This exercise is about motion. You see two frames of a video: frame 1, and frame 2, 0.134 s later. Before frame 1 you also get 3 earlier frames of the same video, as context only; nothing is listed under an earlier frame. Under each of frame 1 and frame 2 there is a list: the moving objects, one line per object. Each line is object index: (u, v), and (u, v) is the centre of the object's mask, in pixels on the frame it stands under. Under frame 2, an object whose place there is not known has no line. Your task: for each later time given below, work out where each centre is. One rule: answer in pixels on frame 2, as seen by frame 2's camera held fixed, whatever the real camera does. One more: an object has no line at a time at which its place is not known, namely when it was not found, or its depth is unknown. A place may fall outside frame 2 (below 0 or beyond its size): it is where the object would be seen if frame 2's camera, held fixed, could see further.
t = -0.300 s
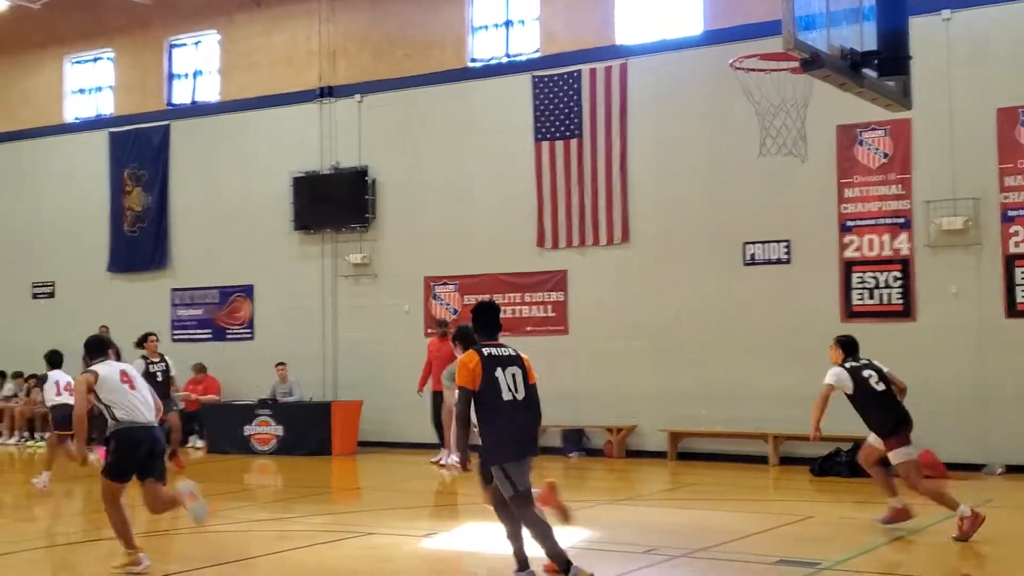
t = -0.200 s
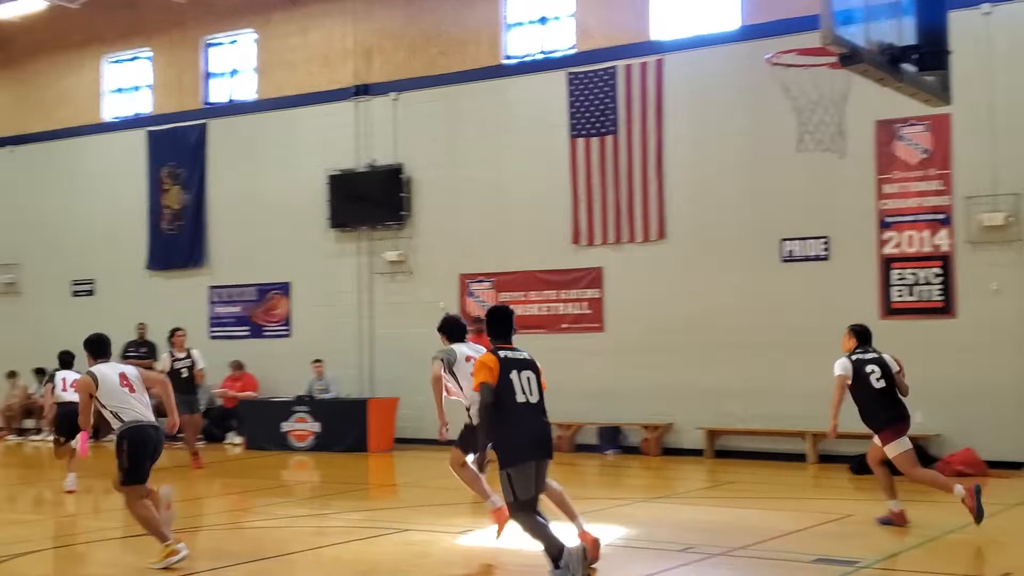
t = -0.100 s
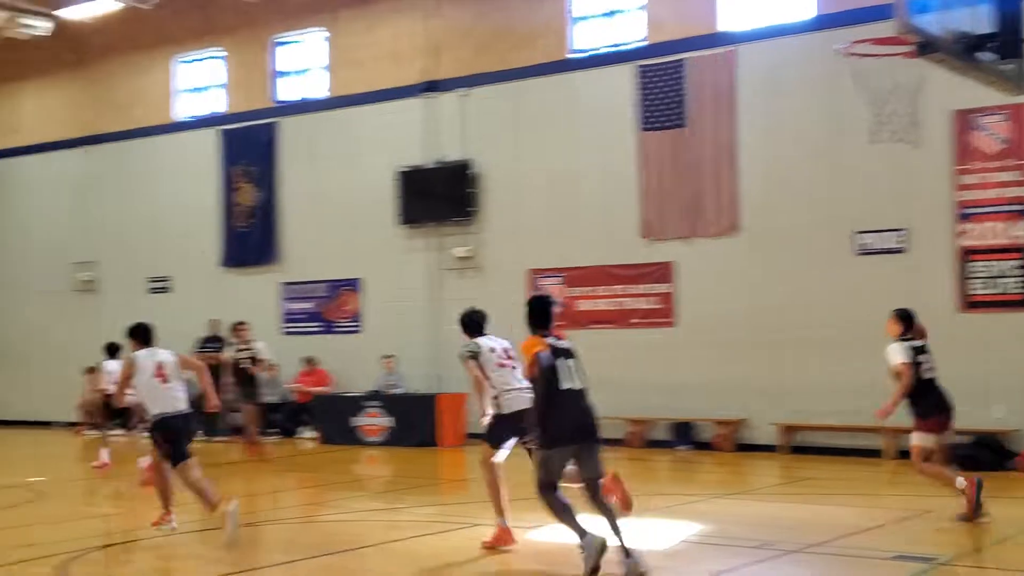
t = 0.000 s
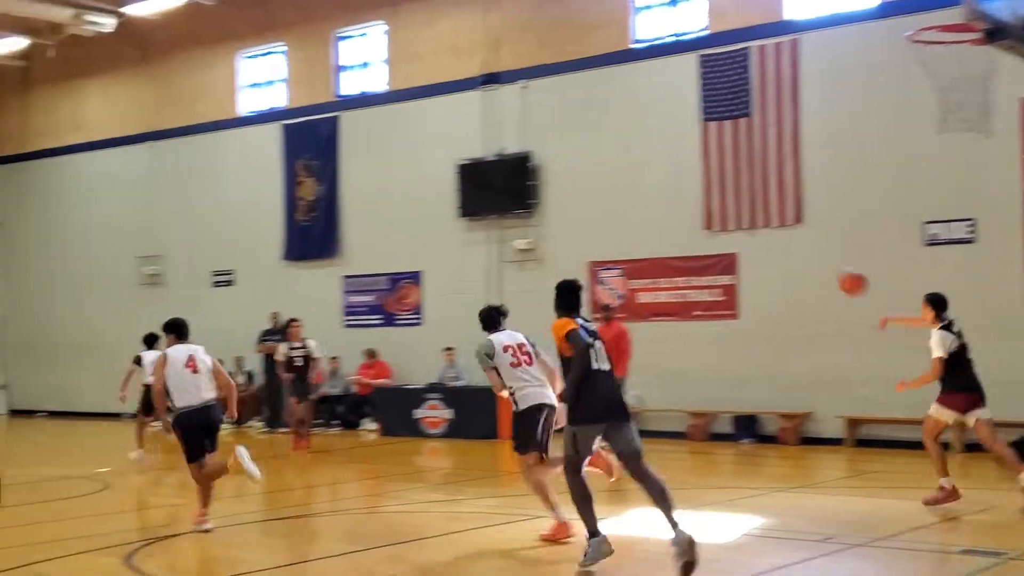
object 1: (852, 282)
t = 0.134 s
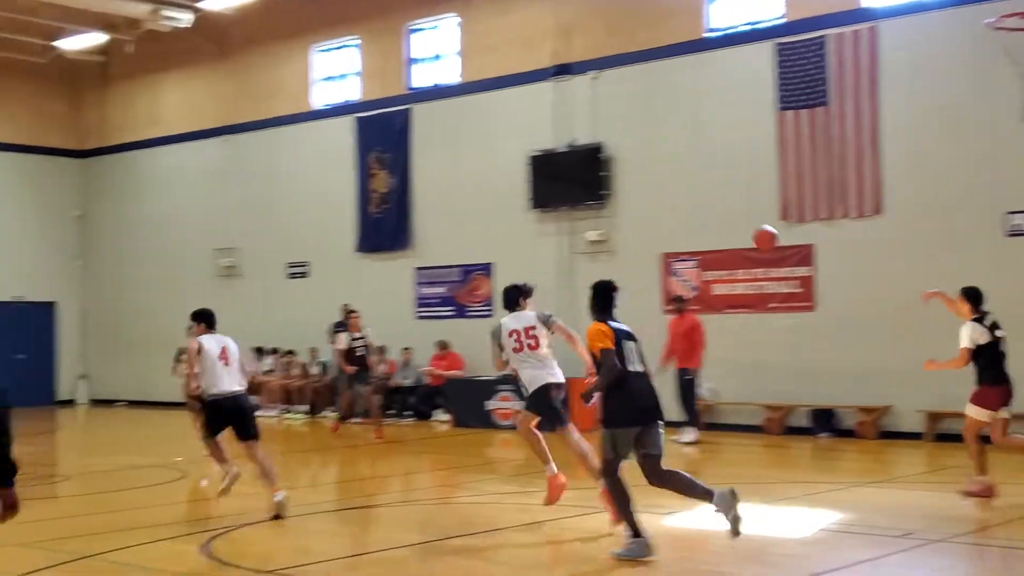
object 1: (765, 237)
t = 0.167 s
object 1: (729, 231)
